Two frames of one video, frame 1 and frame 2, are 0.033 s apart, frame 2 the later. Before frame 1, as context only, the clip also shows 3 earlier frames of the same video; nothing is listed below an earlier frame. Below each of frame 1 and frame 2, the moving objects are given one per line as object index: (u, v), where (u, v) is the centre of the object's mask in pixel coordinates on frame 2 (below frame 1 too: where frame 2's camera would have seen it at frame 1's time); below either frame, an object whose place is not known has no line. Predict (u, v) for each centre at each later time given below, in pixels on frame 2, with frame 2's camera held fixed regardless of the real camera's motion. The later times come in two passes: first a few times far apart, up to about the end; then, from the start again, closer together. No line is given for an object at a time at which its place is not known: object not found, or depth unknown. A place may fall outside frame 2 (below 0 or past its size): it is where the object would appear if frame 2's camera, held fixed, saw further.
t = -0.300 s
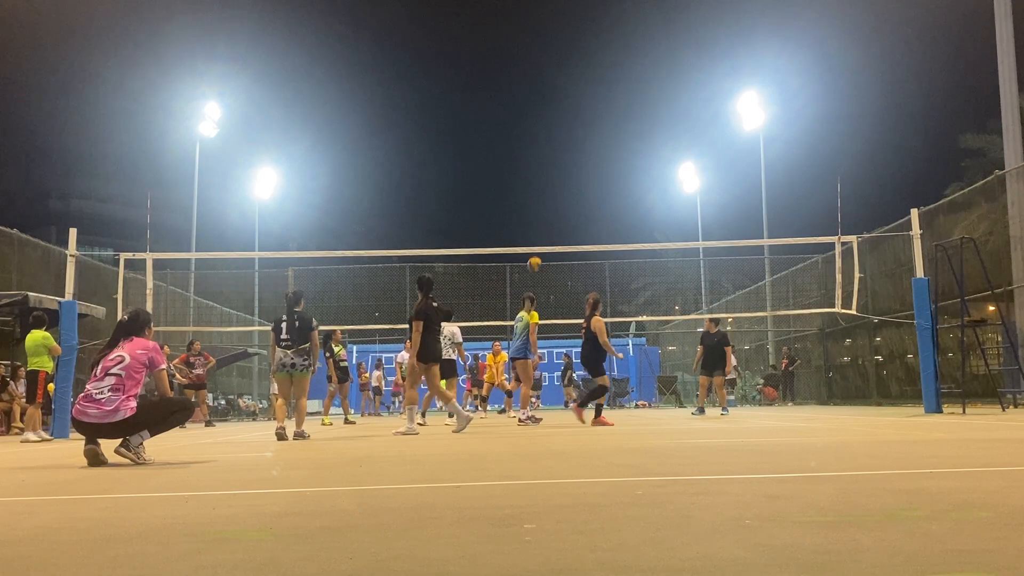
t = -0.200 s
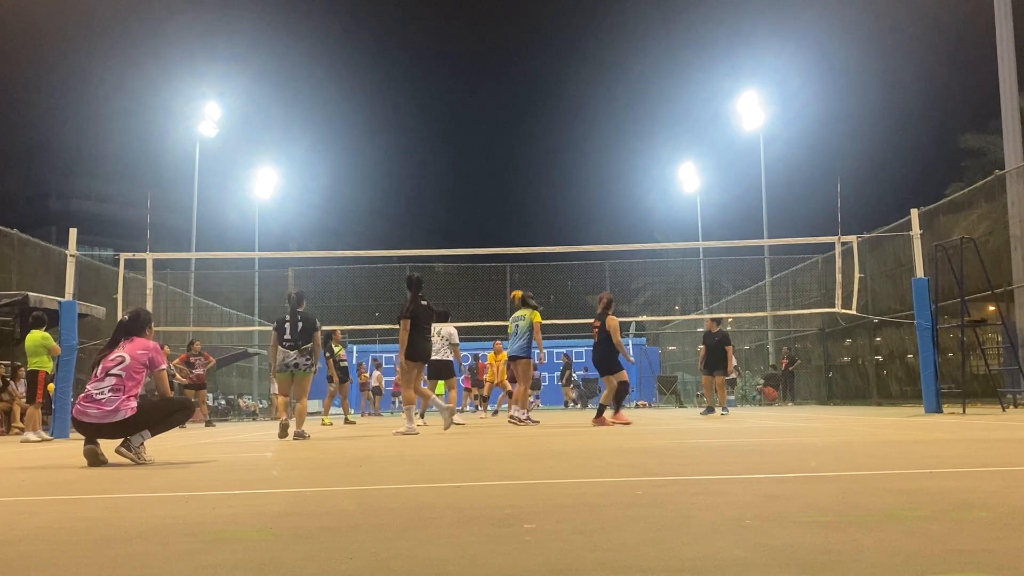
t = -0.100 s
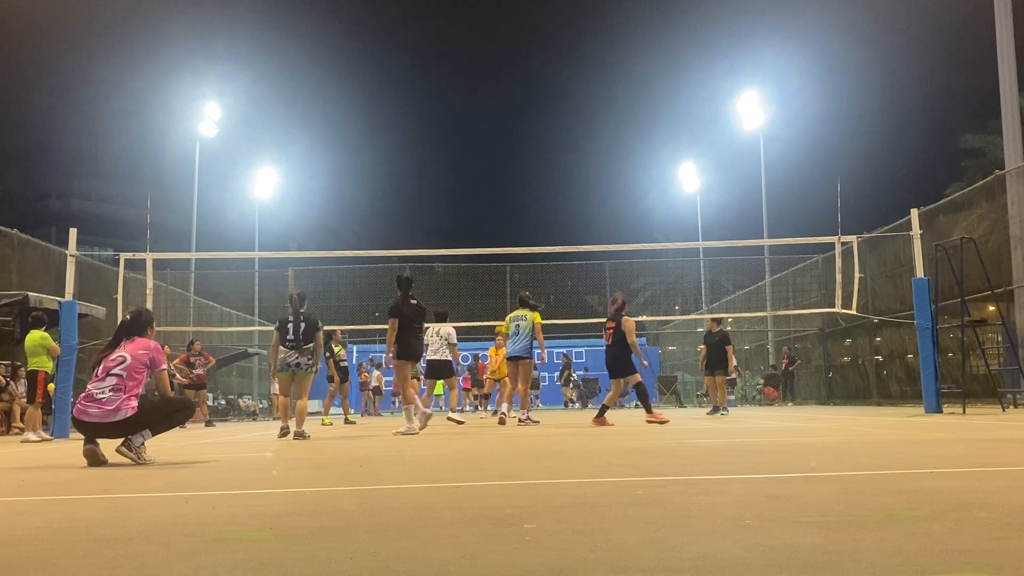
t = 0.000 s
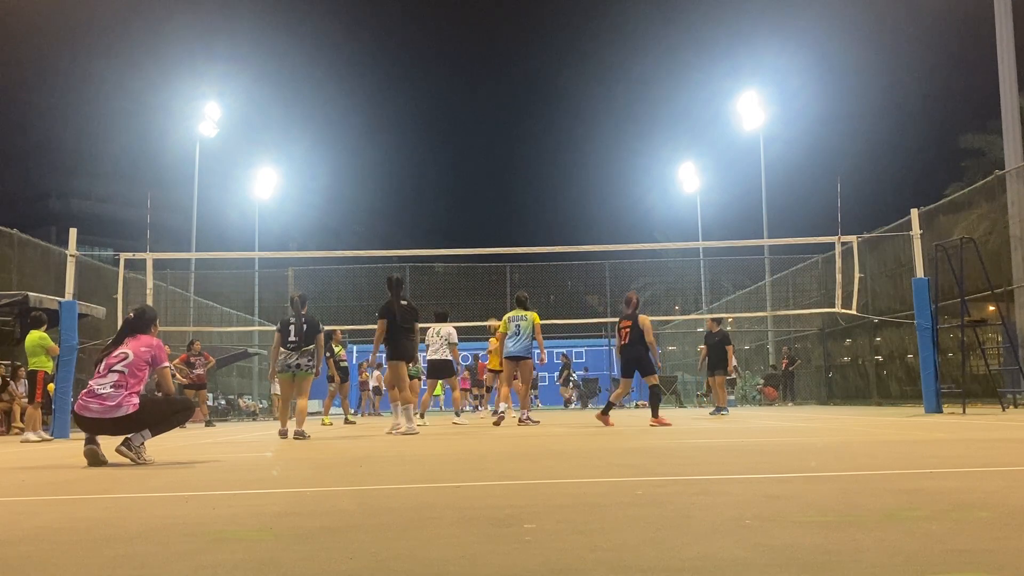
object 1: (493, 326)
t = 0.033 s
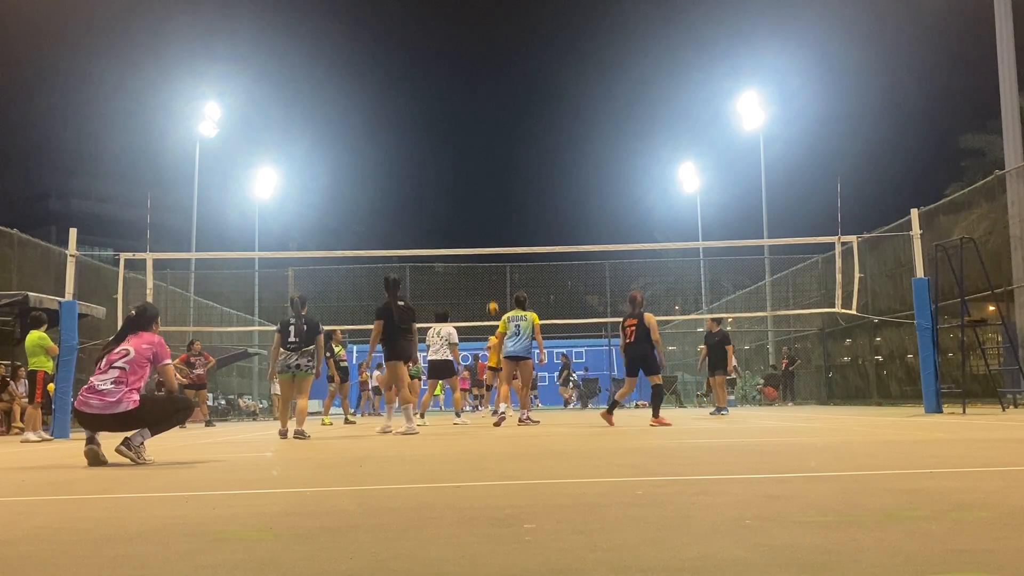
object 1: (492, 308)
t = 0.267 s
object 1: (489, 212)
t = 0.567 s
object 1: (483, 132)
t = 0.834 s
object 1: (479, 101)
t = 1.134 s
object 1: (475, 113)
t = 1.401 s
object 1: (472, 169)
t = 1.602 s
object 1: (471, 239)
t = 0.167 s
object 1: (490, 250)
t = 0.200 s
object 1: (490, 237)
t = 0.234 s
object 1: (489, 224)
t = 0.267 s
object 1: (489, 212)
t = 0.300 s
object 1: (488, 201)
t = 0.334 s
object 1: (487, 190)
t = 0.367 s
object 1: (487, 180)
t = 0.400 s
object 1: (486, 171)
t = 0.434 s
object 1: (486, 162)
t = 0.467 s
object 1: (485, 154)
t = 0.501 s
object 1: (485, 146)
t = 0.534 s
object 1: (484, 139)
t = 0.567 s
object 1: (483, 132)
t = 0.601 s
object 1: (483, 126)
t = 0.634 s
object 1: (482, 121)
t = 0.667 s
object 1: (482, 116)
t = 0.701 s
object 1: (481, 112)
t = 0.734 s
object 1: (481, 108)
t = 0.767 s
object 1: (480, 105)
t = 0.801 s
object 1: (480, 103)
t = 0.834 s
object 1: (479, 101)
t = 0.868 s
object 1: (479, 100)
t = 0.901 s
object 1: (478, 99)
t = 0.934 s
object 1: (477, 100)
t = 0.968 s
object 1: (477, 100)
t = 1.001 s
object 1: (477, 101)
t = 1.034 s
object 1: (476, 104)
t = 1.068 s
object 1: (476, 106)
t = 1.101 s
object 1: (475, 109)
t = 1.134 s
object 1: (475, 113)
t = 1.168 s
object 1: (475, 118)
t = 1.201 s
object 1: (474, 123)
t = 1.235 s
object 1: (474, 129)
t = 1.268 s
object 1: (473, 136)
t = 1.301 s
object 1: (473, 143)
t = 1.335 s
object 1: (473, 151)
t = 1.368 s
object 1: (472, 159)
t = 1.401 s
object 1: (472, 169)
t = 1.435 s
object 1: (472, 178)
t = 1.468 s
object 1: (471, 189)
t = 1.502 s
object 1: (471, 200)
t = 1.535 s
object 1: (471, 213)
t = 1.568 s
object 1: (471, 225)
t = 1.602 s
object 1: (471, 239)
